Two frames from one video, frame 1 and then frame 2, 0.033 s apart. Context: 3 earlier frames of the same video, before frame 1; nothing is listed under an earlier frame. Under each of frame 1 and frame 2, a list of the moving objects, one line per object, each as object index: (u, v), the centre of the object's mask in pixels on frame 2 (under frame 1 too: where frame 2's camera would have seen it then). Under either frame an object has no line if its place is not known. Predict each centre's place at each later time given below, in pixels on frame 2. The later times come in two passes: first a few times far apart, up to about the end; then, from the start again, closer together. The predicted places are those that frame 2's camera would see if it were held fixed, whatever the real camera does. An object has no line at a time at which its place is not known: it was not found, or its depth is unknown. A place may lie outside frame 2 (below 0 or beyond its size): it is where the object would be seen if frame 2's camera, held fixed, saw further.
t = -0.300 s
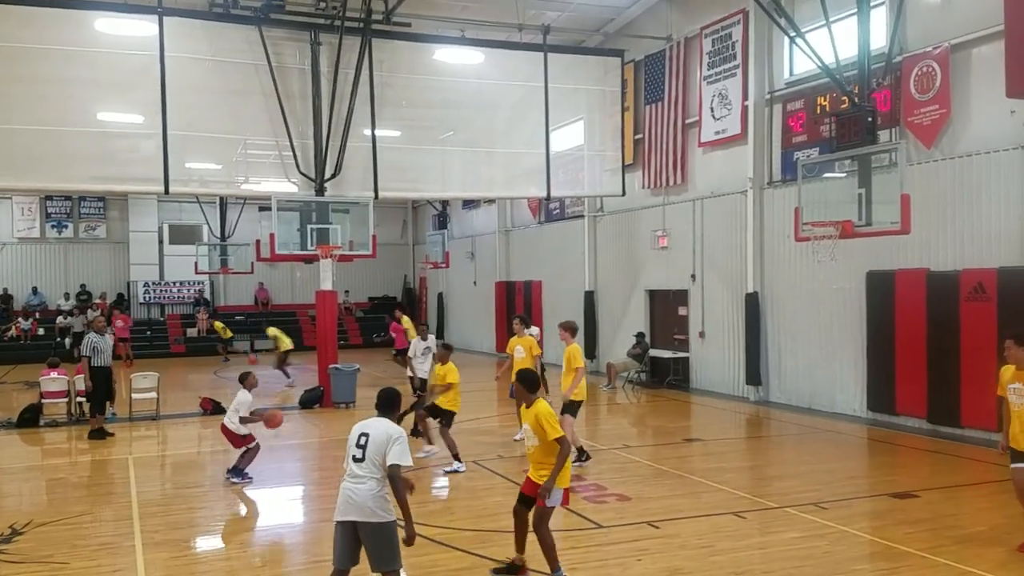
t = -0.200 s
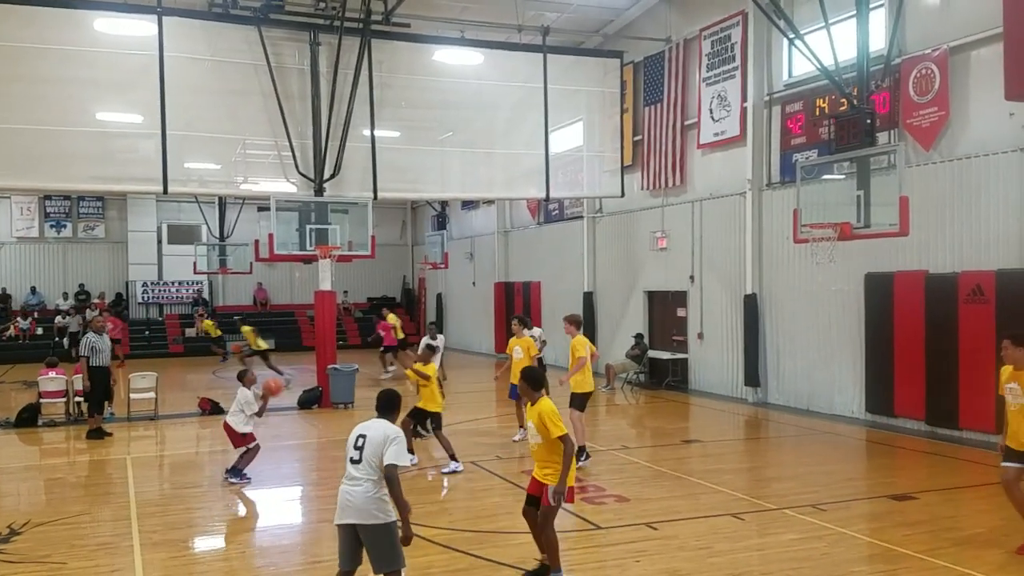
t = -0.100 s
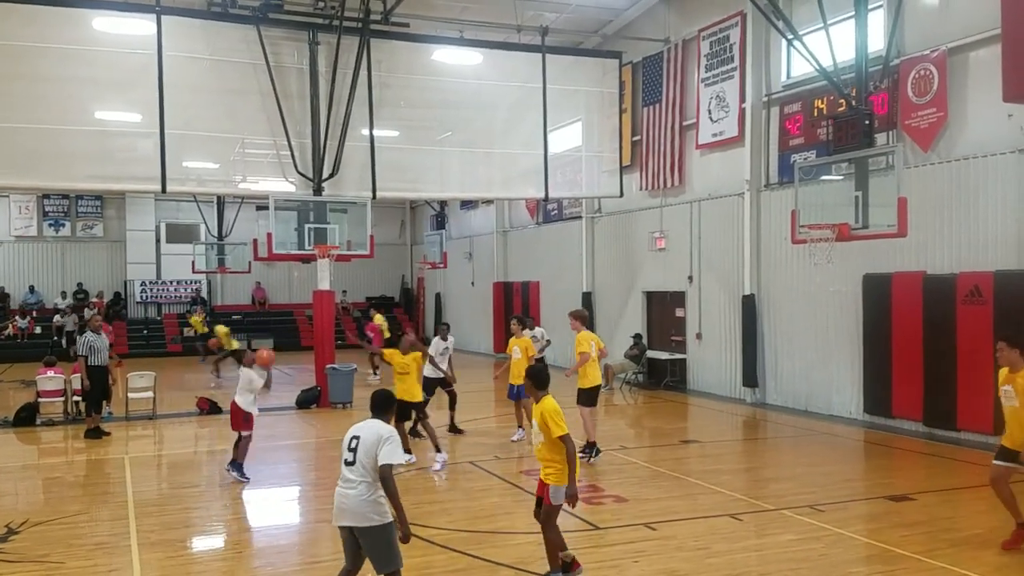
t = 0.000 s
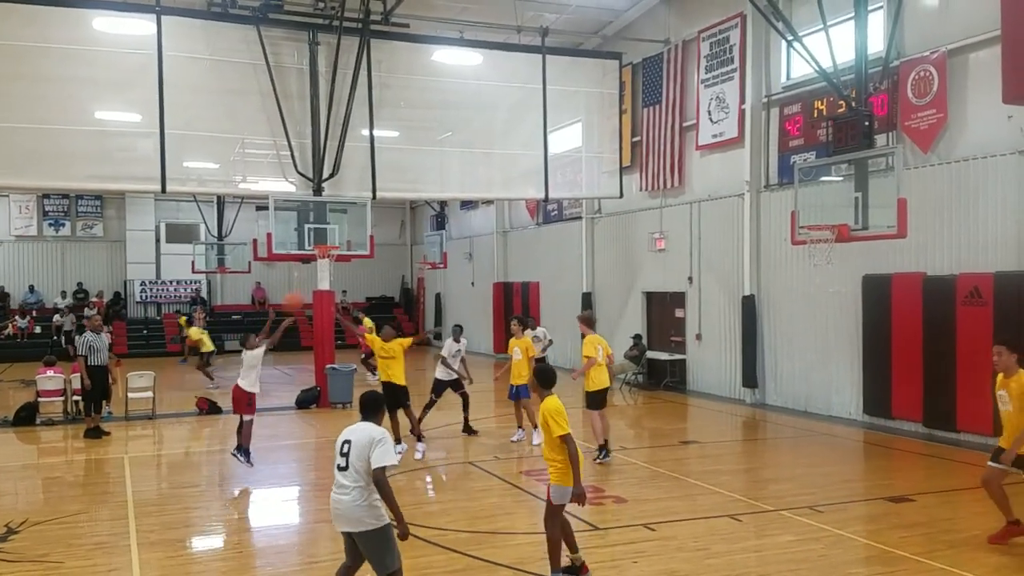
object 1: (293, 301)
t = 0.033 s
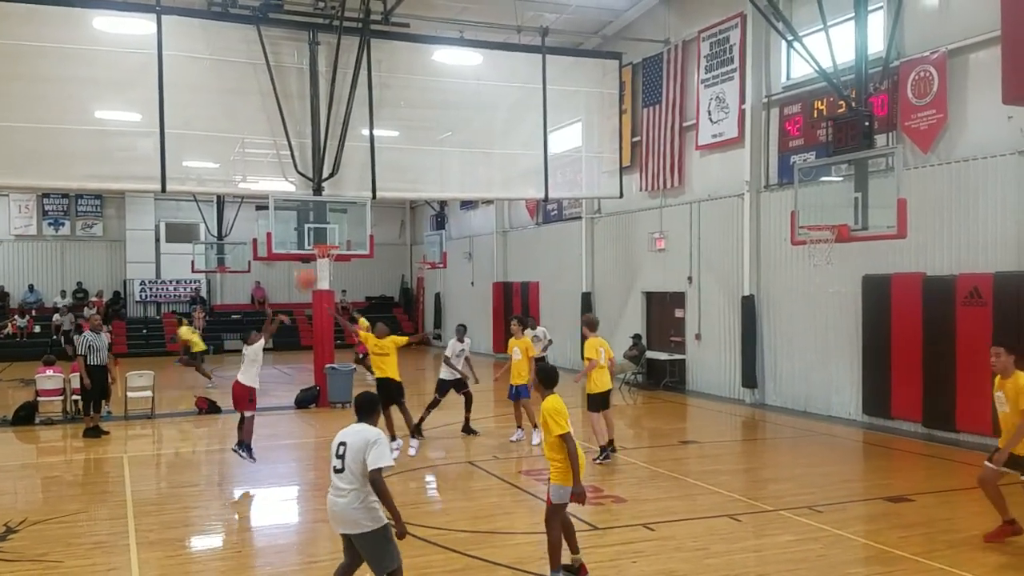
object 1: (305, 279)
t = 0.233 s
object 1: (384, 172)
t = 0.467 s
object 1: (474, 87)
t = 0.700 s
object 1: (562, 46)
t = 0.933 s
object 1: (646, 54)
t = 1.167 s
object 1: (732, 97)
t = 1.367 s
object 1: (805, 166)
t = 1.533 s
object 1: (852, 220)
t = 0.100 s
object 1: (332, 238)
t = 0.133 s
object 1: (346, 221)
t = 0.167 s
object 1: (357, 205)
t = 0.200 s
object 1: (371, 187)
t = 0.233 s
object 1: (384, 172)
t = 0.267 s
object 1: (397, 157)
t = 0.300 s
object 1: (410, 143)
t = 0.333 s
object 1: (423, 130)
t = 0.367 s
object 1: (436, 118)
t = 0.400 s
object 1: (448, 107)
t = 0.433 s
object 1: (461, 97)
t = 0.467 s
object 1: (474, 87)
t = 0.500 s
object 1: (486, 79)
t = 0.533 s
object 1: (499, 72)
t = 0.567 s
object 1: (512, 65)
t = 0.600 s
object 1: (524, 59)
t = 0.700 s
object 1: (562, 46)
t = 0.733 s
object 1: (571, 42)
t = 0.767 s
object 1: (584, 42)
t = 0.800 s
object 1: (598, 45)
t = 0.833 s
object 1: (610, 46)
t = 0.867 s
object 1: (622, 47)
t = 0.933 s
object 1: (646, 54)
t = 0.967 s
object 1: (657, 57)
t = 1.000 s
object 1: (670, 61)
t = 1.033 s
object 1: (682, 67)
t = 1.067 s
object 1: (695, 74)
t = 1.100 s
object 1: (707, 80)
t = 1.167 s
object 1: (732, 97)
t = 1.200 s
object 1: (742, 106)
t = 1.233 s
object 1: (755, 117)
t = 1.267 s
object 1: (767, 128)
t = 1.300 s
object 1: (779, 139)
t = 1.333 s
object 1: (792, 150)
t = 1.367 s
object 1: (805, 166)
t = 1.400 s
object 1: (815, 180)
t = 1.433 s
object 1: (826, 195)
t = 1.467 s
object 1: (838, 212)
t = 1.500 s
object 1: (850, 220)
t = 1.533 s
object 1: (852, 220)
